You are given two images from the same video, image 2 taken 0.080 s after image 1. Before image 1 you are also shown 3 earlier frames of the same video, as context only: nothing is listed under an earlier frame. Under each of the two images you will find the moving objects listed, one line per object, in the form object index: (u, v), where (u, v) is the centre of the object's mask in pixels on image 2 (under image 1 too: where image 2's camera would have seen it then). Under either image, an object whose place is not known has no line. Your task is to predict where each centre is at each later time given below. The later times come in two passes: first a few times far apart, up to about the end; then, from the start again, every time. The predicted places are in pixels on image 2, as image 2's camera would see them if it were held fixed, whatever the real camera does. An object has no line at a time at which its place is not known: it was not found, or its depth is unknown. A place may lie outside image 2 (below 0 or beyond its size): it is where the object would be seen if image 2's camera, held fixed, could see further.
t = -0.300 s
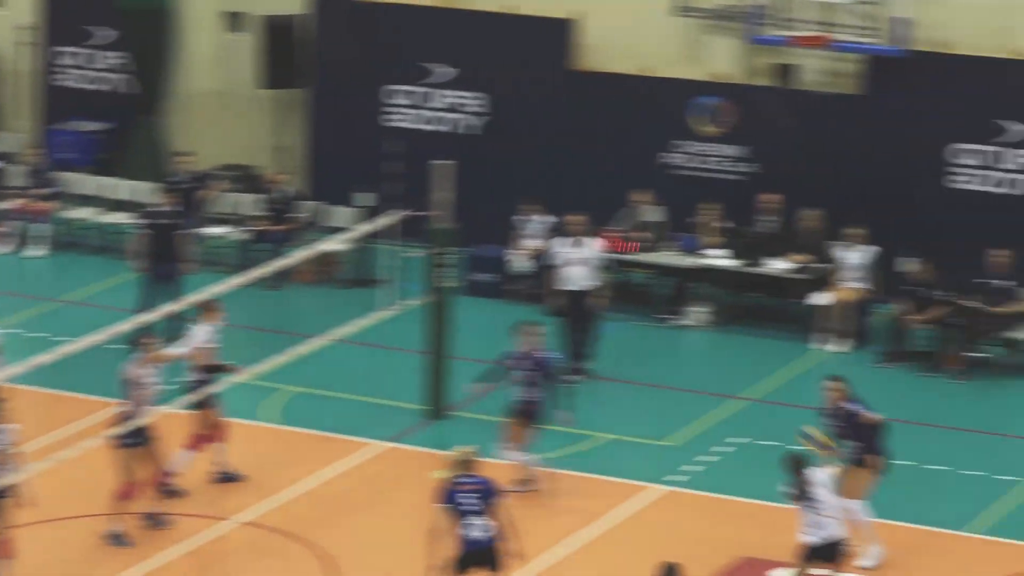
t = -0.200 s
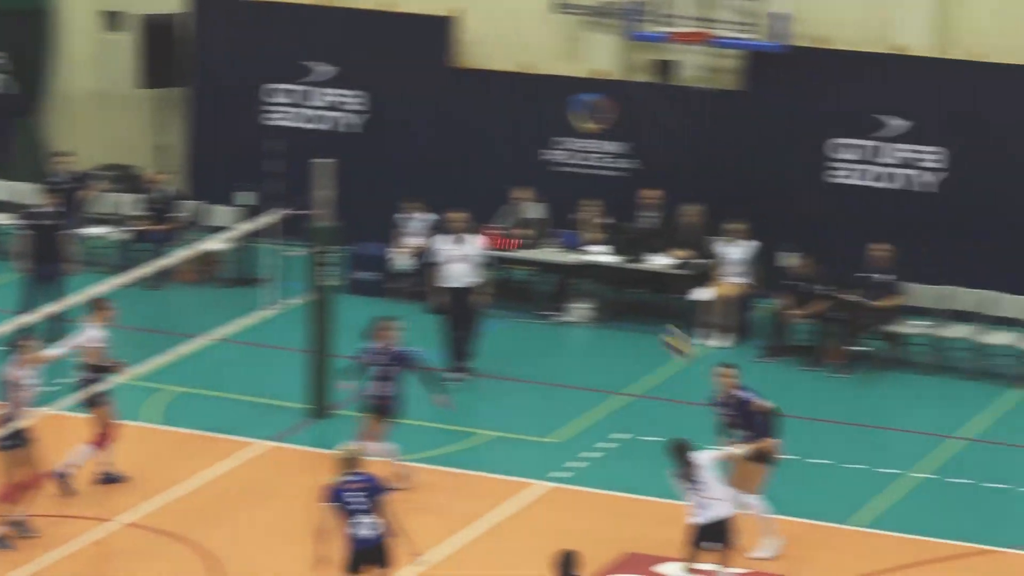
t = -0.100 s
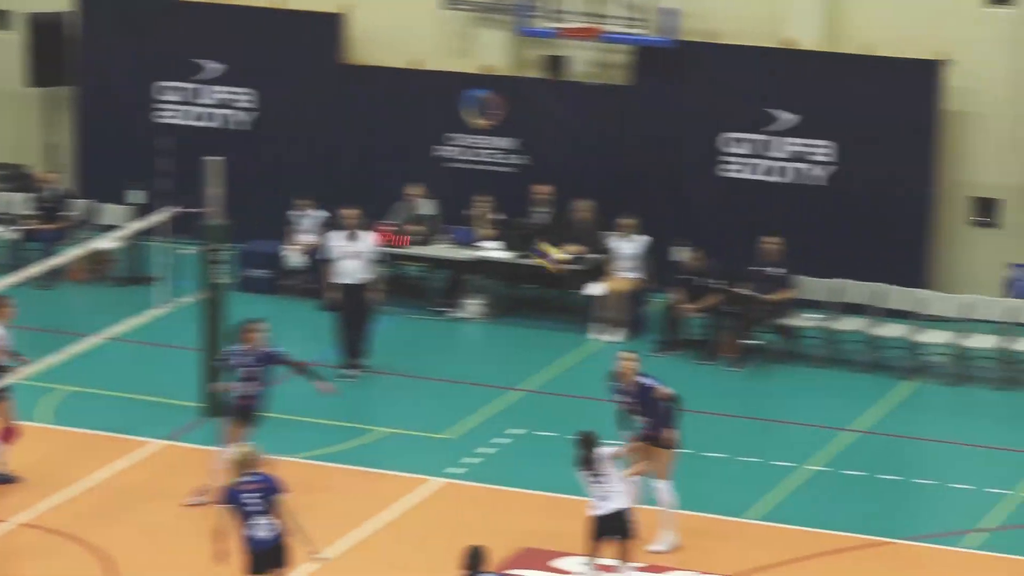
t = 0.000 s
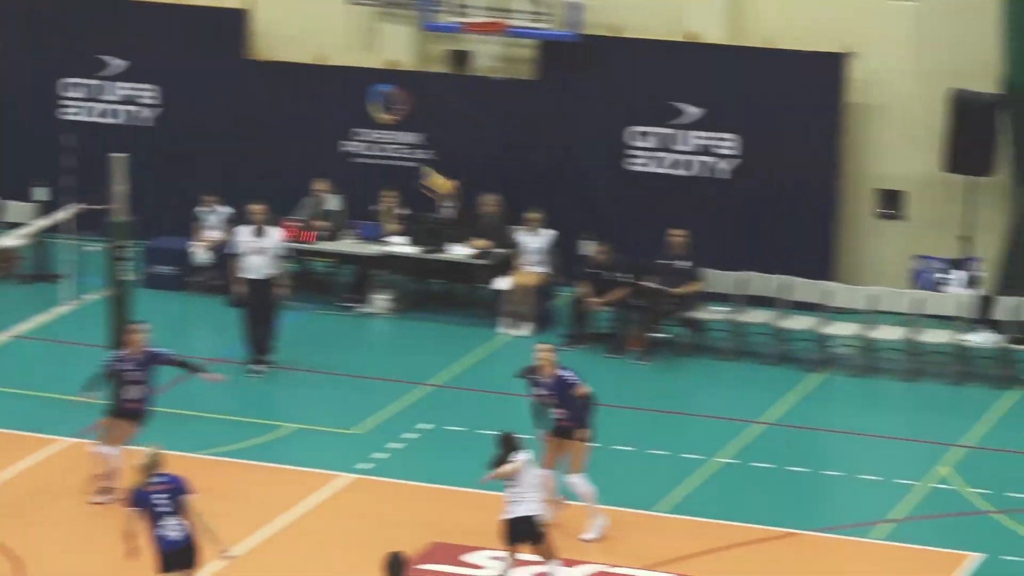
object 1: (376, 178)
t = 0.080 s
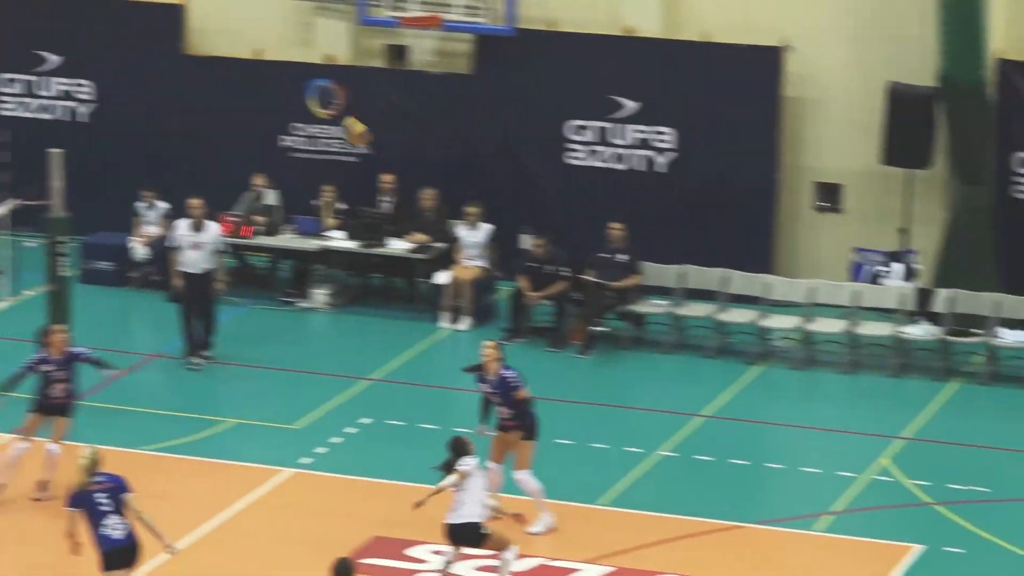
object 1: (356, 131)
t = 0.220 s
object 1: (323, 71)
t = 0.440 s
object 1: (272, 22)
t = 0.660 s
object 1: (225, 25)
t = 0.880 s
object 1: (182, 81)
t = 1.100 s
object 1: (143, 185)
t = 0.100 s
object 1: (351, 122)
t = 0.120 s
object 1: (347, 113)
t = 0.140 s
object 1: (342, 102)
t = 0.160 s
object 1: (338, 94)
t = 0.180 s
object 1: (332, 83)
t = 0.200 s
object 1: (327, 77)
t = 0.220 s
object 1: (323, 71)
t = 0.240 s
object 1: (318, 65)
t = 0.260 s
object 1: (312, 58)
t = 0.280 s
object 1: (307, 52)
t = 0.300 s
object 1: (302, 47)
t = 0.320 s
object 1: (298, 42)
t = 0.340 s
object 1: (294, 38)
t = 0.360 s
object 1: (289, 34)
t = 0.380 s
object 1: (285, 30)
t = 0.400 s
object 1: (280, 27)
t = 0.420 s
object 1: (276, 25)
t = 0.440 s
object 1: (272, 22)
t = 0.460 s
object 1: (267, 20)
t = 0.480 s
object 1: (263, 18)
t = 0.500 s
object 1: (259, 17)
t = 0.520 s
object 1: (254, 17)
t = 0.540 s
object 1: (250, 17)
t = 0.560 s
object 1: (246, 17)
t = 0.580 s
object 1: (242, 18)
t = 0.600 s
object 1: (238, 20)
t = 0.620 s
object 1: (233, 21)
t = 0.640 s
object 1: (229, 22)
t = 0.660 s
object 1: (225, 25)
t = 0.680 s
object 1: (221, 29)
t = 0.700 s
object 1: (217, 32)
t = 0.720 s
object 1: (213, 37)
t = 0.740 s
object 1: (209, 41)
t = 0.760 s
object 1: (205, 44)
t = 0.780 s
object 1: (201, 51)
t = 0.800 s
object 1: (197, 57)
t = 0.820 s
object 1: (193, 63)
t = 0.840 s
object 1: (189, 69)
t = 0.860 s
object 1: (186, 75)
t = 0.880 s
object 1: (182, 81)
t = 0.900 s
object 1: (179, 89)
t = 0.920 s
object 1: (175, 97)
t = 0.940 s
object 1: (171, 106)
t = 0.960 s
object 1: (168, 115)
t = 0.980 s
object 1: (164, 124)
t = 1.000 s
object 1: (160, 134)
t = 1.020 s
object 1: (157, 144)
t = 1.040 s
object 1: (153, 155)
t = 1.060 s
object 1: (150, 165)
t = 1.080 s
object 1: (147, 174)
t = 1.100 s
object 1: (143, 185)
